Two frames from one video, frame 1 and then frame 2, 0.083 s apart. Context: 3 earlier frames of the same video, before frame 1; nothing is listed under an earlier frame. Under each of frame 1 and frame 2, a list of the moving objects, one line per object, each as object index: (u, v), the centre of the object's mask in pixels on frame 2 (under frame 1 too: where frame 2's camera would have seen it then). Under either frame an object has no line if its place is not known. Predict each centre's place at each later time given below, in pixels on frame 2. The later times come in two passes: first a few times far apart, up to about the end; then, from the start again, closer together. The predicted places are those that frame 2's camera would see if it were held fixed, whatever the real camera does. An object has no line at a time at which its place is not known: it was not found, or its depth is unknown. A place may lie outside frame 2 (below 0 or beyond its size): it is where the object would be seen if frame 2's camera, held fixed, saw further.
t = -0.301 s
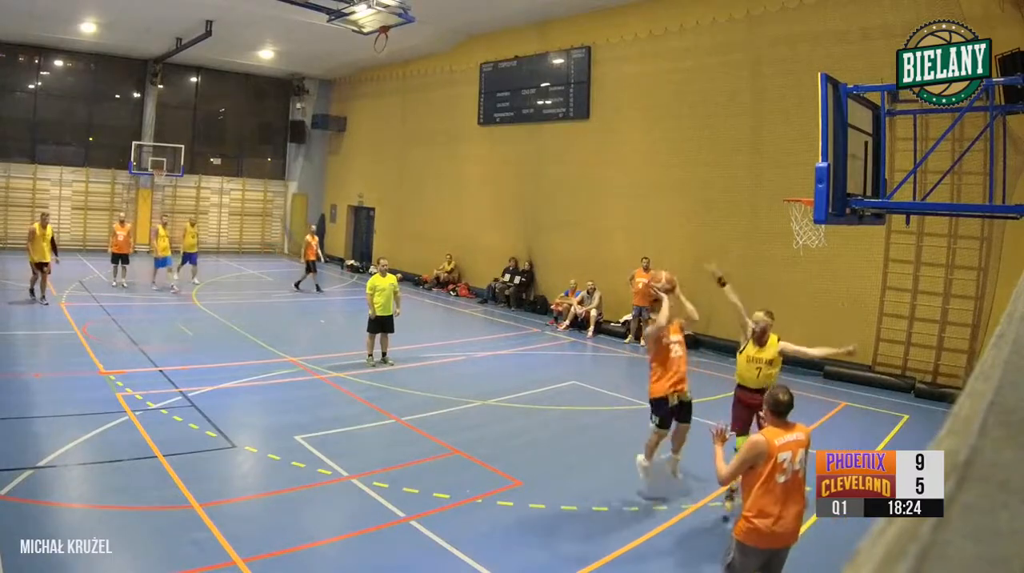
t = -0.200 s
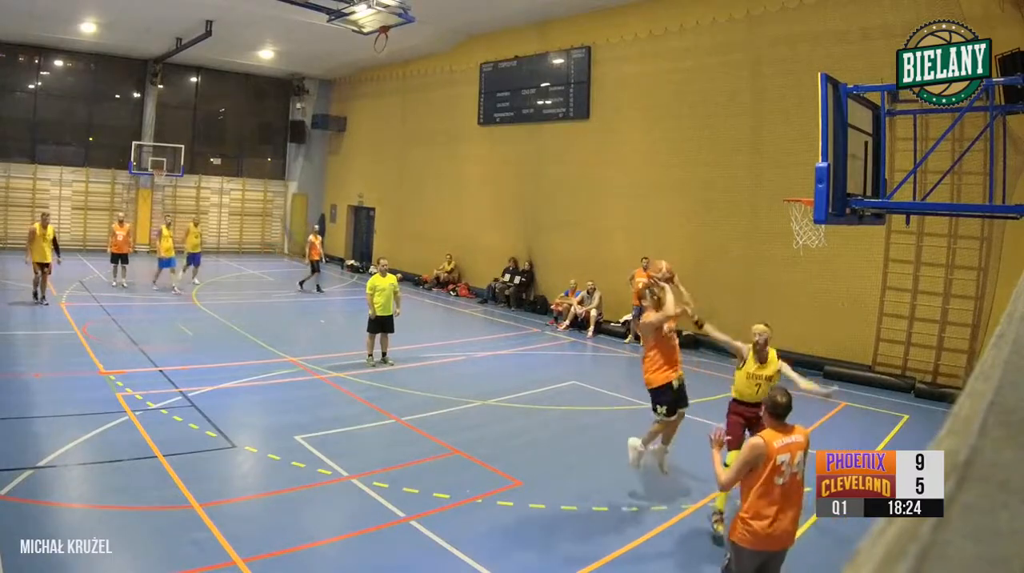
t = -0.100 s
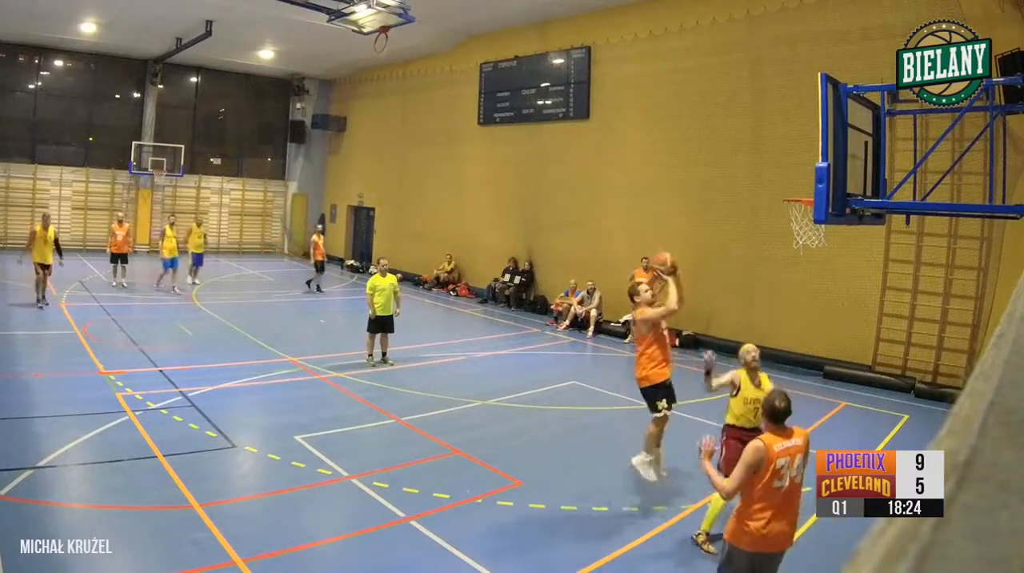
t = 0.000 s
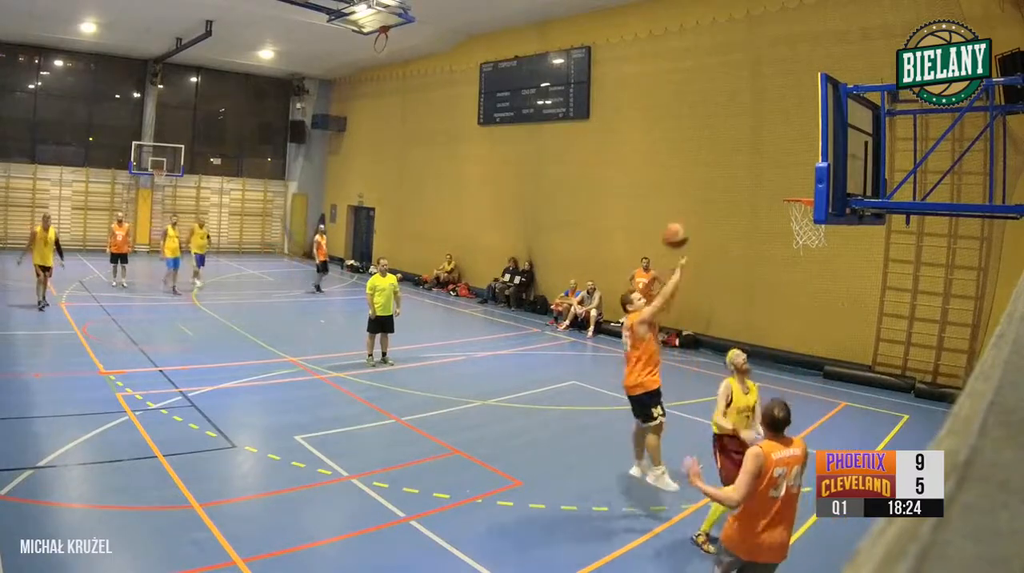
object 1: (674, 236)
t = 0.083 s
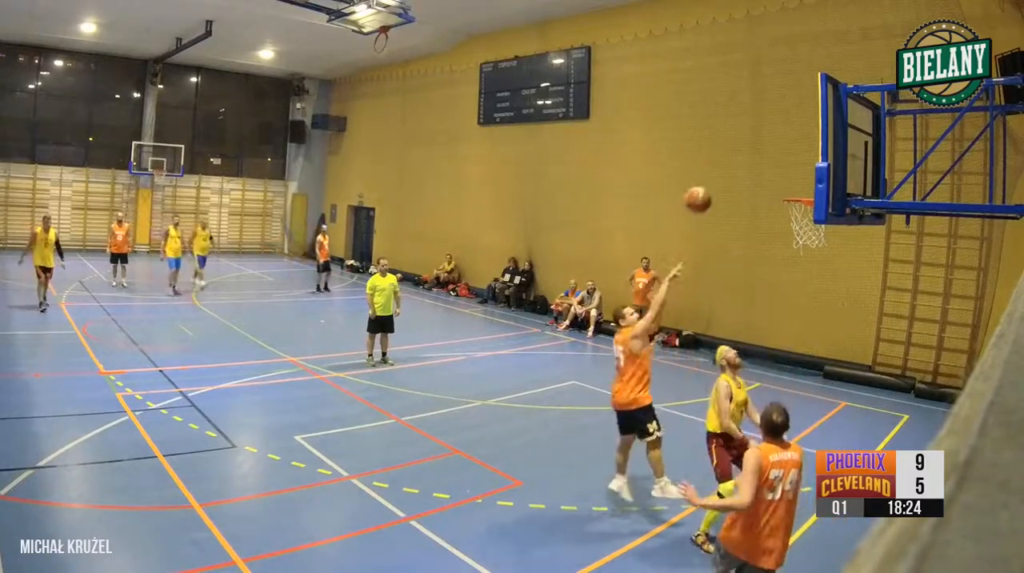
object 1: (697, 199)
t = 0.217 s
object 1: (732, 158)
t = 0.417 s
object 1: (781, 131)
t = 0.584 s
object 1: (815, 143)
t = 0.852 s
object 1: (802, 186)
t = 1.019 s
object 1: (769, 172)
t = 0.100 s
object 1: (701, 193)
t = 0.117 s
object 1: (706, 187)
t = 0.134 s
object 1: (711, 181)
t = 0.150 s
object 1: (715, 176)
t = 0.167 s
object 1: (719, 171)
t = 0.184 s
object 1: (723, 166)
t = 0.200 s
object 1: (727, 162)
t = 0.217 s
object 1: (732, 158)
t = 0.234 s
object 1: (737, 154)
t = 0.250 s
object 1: (740, 150)
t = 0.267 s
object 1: (745, 147)
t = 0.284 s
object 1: (749, 144)
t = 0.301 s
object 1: (752, 141)
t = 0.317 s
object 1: (757, 138)
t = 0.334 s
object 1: (761, 136)
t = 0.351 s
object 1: (765, 135)
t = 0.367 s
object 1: (770, 134)
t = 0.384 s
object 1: (774, 133)
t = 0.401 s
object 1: (777, 132)
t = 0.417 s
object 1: (781, 131)
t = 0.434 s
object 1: (785, 131)
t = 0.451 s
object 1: (789, 131)
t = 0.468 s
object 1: (794, 131)
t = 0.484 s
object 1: (798, 132)
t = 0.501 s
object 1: (801, 133)
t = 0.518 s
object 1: (805, 135)
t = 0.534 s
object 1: (808, 136)
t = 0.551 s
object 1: (810, 138)
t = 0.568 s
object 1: (813, 141)
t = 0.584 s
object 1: (815, 143)
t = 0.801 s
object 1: (810, 189)
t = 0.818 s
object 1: (808, 185)
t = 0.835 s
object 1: (805, 186)
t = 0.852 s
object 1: (802, 186)
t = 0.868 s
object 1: (797, 186)
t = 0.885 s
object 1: (793, 186)
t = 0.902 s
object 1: (790, 183)
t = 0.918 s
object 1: (787, 181)
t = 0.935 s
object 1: (784, 178)
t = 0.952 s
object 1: (782, 177)
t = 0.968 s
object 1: (778, 175)
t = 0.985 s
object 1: (775, 174)
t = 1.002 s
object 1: (772, 173)
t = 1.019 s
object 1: (769, 172)
